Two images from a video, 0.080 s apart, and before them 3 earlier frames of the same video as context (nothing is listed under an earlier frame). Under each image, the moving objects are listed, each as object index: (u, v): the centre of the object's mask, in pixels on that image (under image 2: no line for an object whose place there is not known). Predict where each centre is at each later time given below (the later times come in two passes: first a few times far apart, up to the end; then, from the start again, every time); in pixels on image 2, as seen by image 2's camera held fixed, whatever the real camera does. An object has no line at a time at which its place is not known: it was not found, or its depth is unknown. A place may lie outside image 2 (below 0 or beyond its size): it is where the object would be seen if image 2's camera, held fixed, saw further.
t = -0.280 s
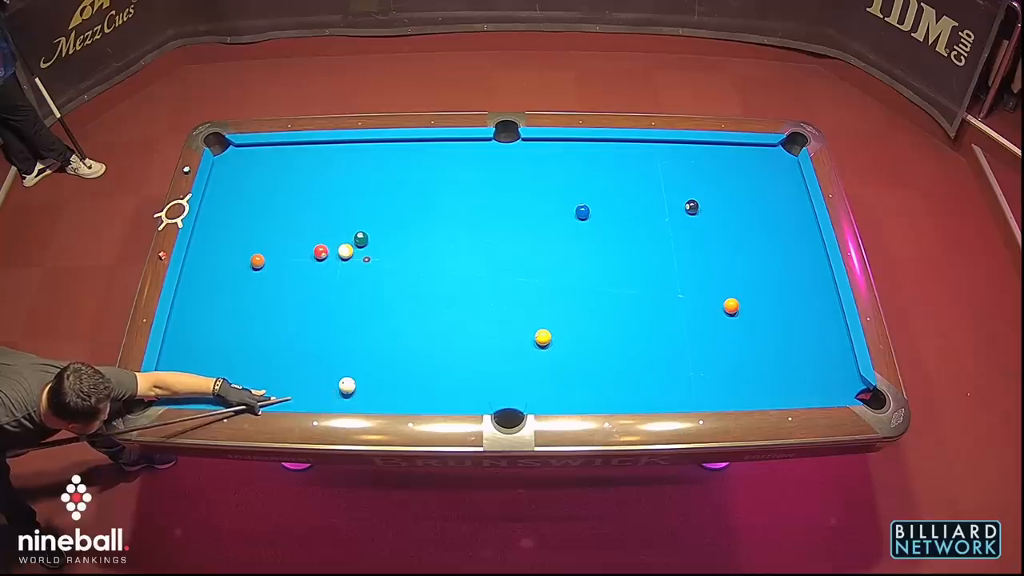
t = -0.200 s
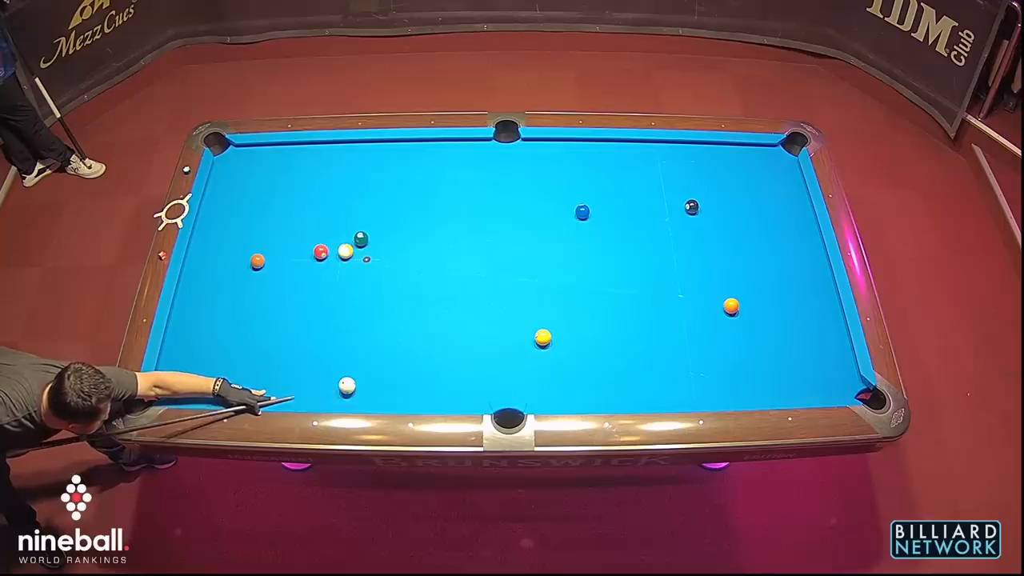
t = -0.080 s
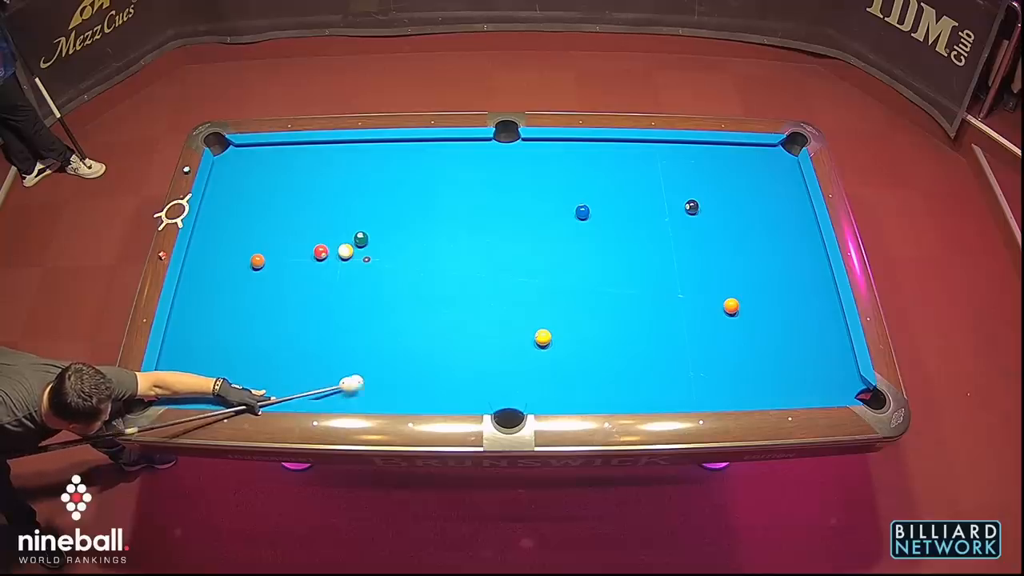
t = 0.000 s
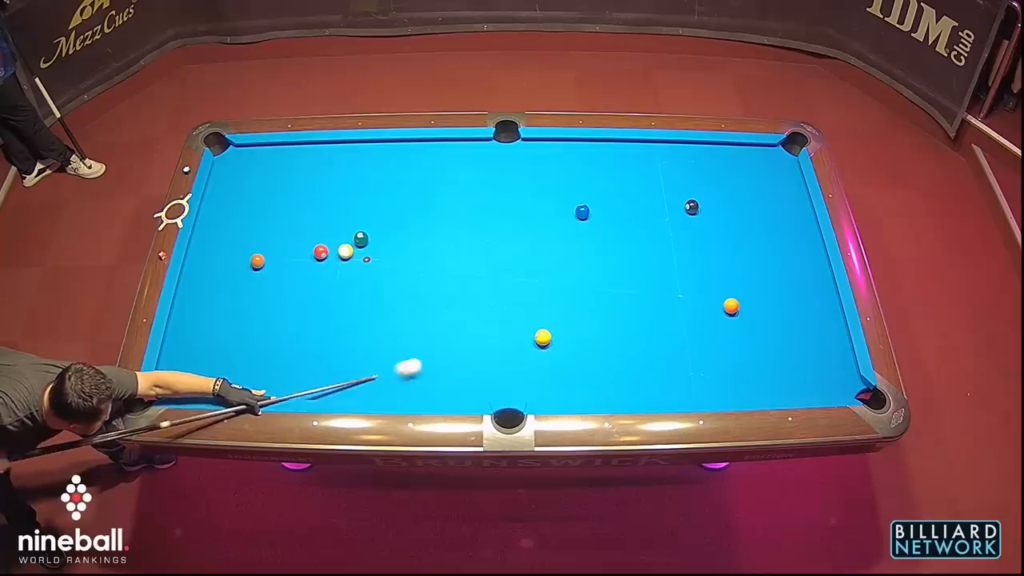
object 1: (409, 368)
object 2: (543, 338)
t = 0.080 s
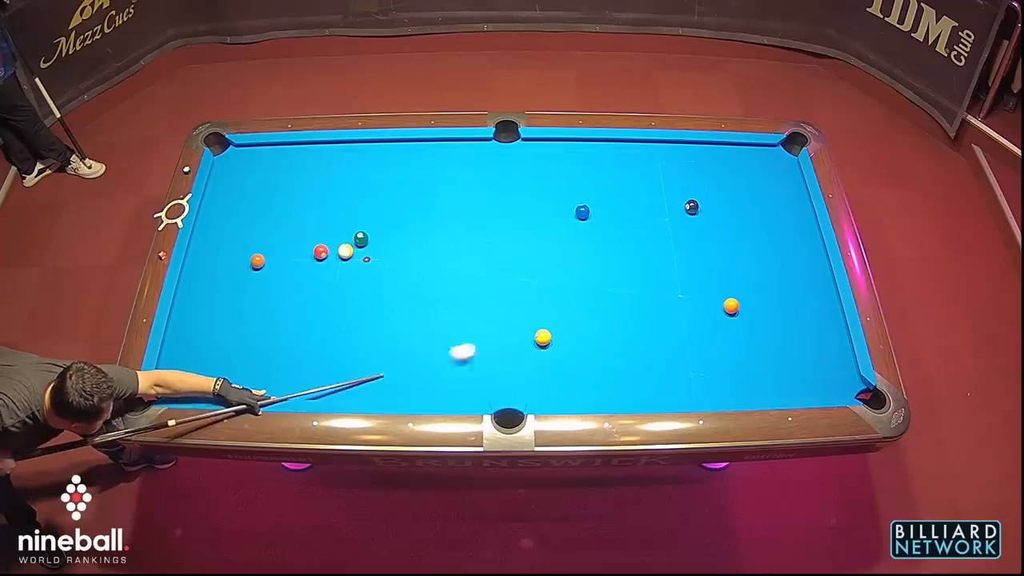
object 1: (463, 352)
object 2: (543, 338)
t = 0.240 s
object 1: (531, 320)
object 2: (571, 342)
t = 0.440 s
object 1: (540, 283)
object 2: (657, 358)
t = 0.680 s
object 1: (548, 245)
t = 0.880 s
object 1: (554, 216)
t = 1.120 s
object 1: (560, 185)
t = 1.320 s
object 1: (565, 161)
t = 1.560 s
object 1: (569, 148)
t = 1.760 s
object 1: (568, 157)
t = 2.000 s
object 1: (567, 168)
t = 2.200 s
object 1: (567, 177)
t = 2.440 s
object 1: (566, 187)
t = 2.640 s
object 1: (566, 195)
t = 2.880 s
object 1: (565, 203)
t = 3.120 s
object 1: (565, 211)
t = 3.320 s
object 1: (565, 218)
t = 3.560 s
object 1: (565, 224)
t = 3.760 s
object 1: (565, 229)
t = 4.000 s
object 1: (564, 234)
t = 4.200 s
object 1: (565, 238)
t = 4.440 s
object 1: (565, 242)
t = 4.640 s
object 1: (565, 244)
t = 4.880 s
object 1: (565, 246)
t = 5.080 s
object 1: (565, 247)
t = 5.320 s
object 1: (565, 247)
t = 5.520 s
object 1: (565, 247)
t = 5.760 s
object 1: (565, 247)
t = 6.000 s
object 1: (564, 248)
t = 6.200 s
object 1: (564, 248)
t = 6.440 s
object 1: (564, 247)
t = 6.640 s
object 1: (564, 247)
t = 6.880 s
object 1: (564, 248)
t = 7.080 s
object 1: (564, 248)
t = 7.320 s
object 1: (565, 248)
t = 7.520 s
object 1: (564, 248)
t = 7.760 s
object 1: (565, 247)
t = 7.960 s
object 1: (564, 248)
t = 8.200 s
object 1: (564, 247)
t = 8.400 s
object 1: (564, 248)
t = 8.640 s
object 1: (564, 248)
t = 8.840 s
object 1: (564, 248)
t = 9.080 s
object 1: (564, 247)
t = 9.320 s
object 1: (564, 247)
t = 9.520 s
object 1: (564, 248)
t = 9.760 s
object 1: (564, 248)
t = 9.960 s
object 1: (564, 247)
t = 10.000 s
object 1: (564, 248)
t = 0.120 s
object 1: (488, 345)
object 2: (543, 338)
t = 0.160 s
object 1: (513, 338)
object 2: (543, 338)
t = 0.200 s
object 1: (528, 330)
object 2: (551, 339)
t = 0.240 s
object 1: (531, 320)
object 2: (571, 342)
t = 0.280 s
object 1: (533, 311)
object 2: (590, 346)
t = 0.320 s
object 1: (535, 304)
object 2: (608, 349)
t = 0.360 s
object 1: (537, 296)
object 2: (625, 352)
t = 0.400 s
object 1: (539, 289)
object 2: (641, 355)
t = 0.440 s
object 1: (540, 283)
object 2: (657, 358)
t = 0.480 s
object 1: (541, 276)
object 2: (671, 360)
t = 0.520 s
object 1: (543, 270)
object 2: (686, 363)
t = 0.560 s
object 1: (544, 264)
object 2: (701, 366)
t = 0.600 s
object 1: (545, 257)
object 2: (715, 368)
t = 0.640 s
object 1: (547, 251)
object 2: (729, 371)
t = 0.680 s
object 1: (548, 245)
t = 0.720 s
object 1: (549, 239)
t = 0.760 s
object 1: (550, 233)
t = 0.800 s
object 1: (552, 228)
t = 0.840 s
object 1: (553, 222)
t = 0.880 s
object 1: (554, 216)
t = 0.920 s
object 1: (555, 211)
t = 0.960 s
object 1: (556, 205)
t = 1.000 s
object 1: (557, 200)
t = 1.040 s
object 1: (558, 195)
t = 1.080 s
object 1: (559, 190)
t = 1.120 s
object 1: (560, 185)
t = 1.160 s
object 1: (561, 180)
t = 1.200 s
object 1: (563, 175)
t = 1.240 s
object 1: (564, 170)
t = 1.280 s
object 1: (565, 166)
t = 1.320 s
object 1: (565, 161)
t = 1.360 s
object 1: (567, 156)
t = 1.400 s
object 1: (567, 152)
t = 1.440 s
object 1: (568, 147)
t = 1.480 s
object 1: (569, 143)
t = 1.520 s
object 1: (569, 145)
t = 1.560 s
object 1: (569, 148)
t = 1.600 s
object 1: (569, 150)
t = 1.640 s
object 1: (569, 152)
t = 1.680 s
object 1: (569, 154)
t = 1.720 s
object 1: (569, 155)
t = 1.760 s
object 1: (568, 157)
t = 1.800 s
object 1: (568, 159)
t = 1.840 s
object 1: (568, 161)
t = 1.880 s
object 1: (568, 163)
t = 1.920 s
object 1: (568, 165)
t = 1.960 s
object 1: (567, 166)
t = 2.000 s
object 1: (567, 168)
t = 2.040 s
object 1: (567, 170)
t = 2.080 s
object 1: (567, 172)
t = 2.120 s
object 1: (567, 173)
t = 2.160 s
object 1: (567, 175)
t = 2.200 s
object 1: (567, 177)
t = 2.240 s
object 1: (567, 178)
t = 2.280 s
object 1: (567, 180)
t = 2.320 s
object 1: (567, 182)
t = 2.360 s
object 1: (566, 183)
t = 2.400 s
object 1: (566, 185)
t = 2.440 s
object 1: (566, 187)
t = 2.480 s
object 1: (566, 188)
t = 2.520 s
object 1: (566, 190)
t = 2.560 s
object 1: (566, 191)
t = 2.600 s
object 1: (566, 193)
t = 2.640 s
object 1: (566, 195)
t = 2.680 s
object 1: (566, 196)
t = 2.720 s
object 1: (566, 198)
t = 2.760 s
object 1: (566, 199)
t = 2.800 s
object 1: (566, 200)
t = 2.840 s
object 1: (566, 202)
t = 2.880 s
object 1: (565, 203)
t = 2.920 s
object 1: (565, 205)
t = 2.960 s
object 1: (565, 206)
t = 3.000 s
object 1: (565, 208)
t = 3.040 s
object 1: (565, 209)
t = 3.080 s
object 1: (565, 210)
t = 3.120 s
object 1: (565, 211)
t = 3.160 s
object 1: (565, 213)
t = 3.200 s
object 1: (565, 214)
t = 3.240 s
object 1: (565, 215)
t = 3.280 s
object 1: (565, 216)
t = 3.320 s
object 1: (565, 218)
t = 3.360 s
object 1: (565, 219)
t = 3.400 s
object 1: (565, 220)
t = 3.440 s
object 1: (565, 221)
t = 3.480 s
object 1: (565, 222)
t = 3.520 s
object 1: (565, 223)
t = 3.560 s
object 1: (565, 224)
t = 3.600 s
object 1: (565, 225)
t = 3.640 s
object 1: (565, 226)
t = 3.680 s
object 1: (565, 227)
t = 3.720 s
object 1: (565, 228)
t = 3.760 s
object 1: (565, 229)
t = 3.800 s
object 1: (565, 230)
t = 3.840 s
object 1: (565, 231)
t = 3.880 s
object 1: (565, 232)
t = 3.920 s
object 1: (565, 233)
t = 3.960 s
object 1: (565, 234)
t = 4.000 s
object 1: (564, 234)
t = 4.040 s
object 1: (564, 235)
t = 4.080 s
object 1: (564, 236)
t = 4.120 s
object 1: (564, 237)
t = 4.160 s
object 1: (565, 237)
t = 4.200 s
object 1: (565, 238)
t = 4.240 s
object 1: (565, 239)
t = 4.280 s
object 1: (564, 239)
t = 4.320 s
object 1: (565, 240)
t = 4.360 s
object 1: (565, 241)
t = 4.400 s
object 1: (565, 241)
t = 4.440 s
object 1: (565, 242)
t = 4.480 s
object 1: (565, 242)
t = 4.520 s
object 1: (565, 243)
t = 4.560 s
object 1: (565, 243)
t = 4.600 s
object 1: (565, 244)
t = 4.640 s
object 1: (565, 244)
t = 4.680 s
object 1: (565, 245)
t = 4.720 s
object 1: (565, 245)
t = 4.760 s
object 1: (565, 245)
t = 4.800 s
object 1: (565, 246)
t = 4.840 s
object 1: (565, 246)
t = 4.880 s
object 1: (565, 246)
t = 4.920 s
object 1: (565, 246)
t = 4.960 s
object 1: (565, 247)
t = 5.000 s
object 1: (565, 247)
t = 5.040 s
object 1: (565, 247)
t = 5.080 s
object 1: (565, 247)
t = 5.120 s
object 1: (565, 247)
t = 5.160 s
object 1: (565, 247)
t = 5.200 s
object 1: (565, 247)
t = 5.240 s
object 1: (565, 247)
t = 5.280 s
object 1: (565, 247)
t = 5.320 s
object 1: (565, 247)
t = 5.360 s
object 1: (565, 247)
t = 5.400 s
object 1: (565, 247)
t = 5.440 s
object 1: (565, 247)
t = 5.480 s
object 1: (565, 247)
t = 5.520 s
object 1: (565, 247)
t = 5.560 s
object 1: (565, 247)
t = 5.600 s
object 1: (565, 247)
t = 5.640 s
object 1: (565, 247)
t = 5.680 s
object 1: (565, 247)
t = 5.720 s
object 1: (565, 247)
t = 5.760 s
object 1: (565, 247)
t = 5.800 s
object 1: (565, 247)
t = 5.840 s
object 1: (564, 248)
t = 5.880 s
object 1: (564, 248)
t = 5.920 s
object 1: (564, 247)
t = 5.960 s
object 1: (564, 247)
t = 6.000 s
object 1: (564, 248)
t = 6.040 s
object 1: (564, 248)
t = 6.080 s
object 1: (564, 247)
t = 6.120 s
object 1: (564, 248)
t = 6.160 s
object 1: (564, 248)
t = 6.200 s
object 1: (564, 248)
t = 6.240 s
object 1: (564, 248)
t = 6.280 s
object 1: (564, 248)
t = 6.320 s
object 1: (564, 247)
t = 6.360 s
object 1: (564, 247)
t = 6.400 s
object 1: (564, 248)
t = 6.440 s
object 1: (564, 247)
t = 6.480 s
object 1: (564, 247)
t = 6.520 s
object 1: (564, 247)
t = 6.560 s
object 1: (564, 248)
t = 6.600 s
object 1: (564, 247)
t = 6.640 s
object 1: (564, 247)
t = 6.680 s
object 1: (564, 248)
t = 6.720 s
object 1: (564, 247)
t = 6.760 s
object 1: (564, 247)
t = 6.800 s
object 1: (564, 247)
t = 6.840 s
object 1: (564, 247)
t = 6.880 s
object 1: (564, 248)
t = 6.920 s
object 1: (564, 248)
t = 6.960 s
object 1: (564, 248)
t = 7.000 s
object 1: (564, 247)
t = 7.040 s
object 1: (564, 248)
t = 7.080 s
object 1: (564, 248)
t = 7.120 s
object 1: (564, 247)
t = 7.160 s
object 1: (564, 247)
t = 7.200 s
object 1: (564, 248)
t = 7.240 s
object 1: (564, 247)
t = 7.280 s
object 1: (564, 248)
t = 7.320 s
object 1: (565, 248)
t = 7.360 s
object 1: (564, 247)
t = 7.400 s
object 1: (564, 247)
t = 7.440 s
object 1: (564, 247)
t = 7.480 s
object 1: (564, 247)
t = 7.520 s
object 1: (564, 248)
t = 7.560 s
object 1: (564, 247)
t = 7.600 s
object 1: (564, 247)
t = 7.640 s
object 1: (564, 248)
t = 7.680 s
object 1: (564, 248)
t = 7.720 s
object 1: (564, 248)
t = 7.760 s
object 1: (565, 247)
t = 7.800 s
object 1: (564, 247)
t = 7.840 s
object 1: (564, 247)
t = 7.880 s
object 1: (564, 247)
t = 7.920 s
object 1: (564, 247)
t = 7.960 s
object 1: (564, 248)
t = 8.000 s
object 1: (564, 247)
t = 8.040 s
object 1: (564, 248)
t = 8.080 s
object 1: (564, 248)
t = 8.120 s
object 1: (564, 247)
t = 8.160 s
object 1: (564, 247)
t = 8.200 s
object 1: (564, 247)
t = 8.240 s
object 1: (564, 247)
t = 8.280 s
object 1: (564, 247)
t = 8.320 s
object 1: (564, 247)
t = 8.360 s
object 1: (564, 248)
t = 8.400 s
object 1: (564, 248)
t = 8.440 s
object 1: (564, 247)
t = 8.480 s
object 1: (564, 248)
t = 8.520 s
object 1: (564, 248)
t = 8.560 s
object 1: (564, 248)
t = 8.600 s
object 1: (564, 248)
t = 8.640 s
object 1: (564, 248)
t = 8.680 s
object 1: (564, 247)
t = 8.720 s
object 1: (564, 247)
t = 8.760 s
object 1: (565, 248)
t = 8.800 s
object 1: (564, 247)
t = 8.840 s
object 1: (564, 248)
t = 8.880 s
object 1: (564, 248)
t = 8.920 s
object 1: (564, 247)
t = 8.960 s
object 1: (564, 247)
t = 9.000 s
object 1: (564, 247)
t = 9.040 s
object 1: (564, 247)
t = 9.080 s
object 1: (564, 247)
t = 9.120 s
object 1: (564, 247)
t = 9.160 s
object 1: (564, 247)
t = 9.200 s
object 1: (564, 248)
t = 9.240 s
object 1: (564, 248)
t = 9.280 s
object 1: (564, 247)
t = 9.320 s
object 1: (564, 247)
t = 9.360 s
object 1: (564, 247)
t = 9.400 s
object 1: (564, 247)
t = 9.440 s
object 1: (564, 248)
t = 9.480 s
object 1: (564, 247)
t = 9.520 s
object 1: (564, 248)
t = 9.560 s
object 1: (564, 248)
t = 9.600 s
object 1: (564, 248)
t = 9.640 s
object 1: (564, 247)
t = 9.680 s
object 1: (564, 247)
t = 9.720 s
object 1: (564, 247)
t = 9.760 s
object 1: (564, 248)
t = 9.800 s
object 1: (564, 248)
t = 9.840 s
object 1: (564, 247)
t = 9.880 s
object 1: (564, 248)
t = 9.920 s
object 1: (564, 247)
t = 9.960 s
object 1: (564, 247)
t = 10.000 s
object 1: (564, 248)
